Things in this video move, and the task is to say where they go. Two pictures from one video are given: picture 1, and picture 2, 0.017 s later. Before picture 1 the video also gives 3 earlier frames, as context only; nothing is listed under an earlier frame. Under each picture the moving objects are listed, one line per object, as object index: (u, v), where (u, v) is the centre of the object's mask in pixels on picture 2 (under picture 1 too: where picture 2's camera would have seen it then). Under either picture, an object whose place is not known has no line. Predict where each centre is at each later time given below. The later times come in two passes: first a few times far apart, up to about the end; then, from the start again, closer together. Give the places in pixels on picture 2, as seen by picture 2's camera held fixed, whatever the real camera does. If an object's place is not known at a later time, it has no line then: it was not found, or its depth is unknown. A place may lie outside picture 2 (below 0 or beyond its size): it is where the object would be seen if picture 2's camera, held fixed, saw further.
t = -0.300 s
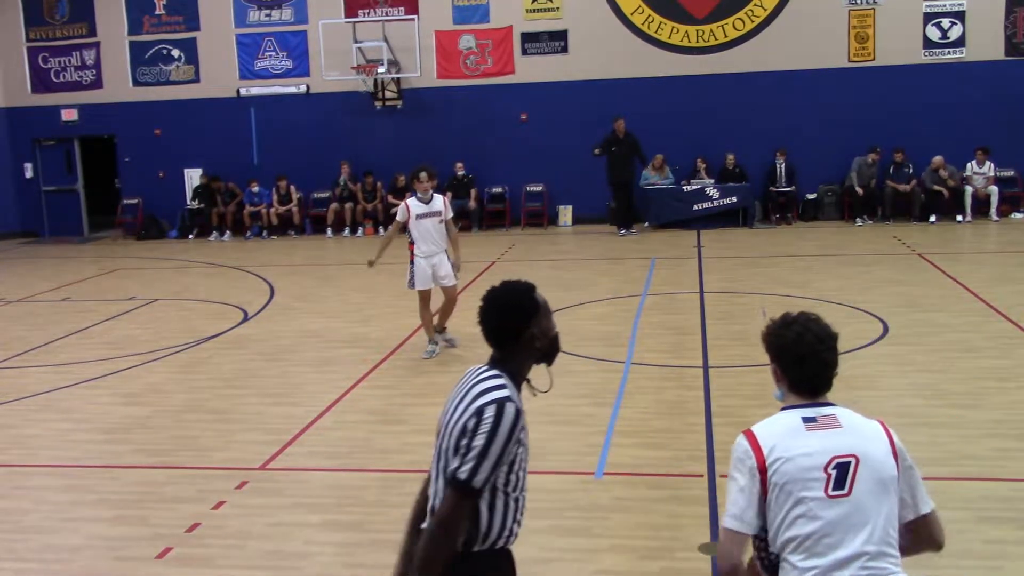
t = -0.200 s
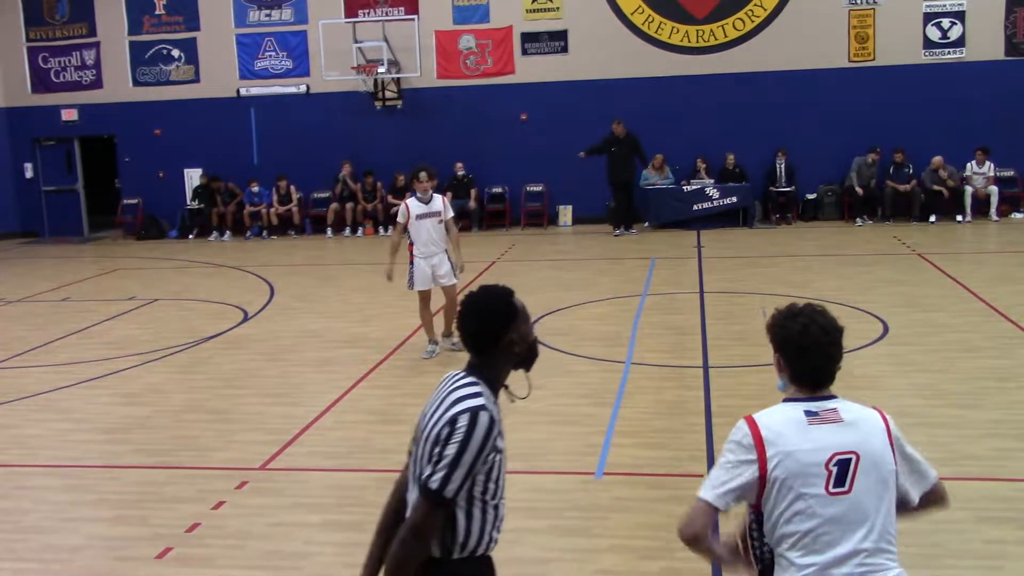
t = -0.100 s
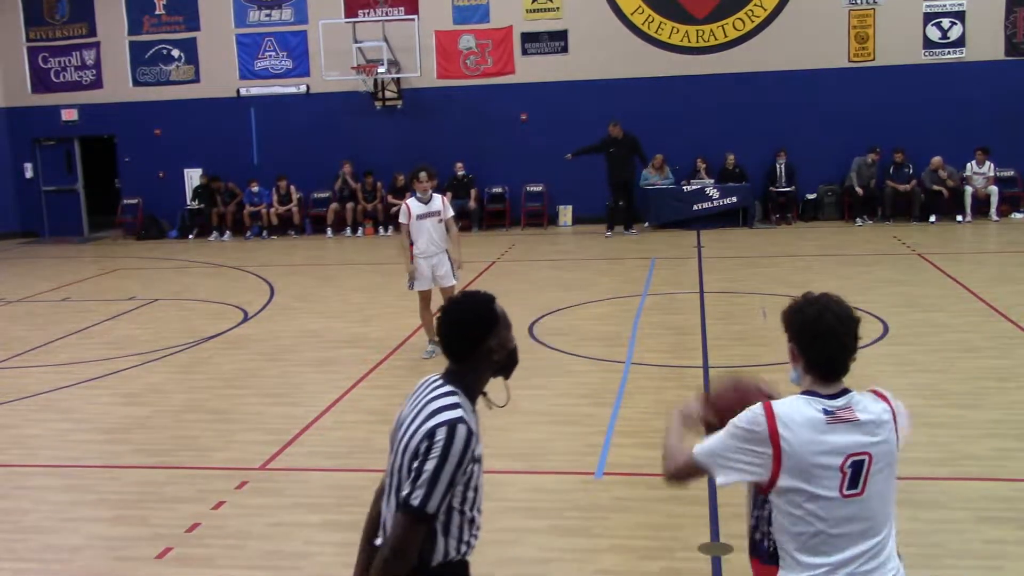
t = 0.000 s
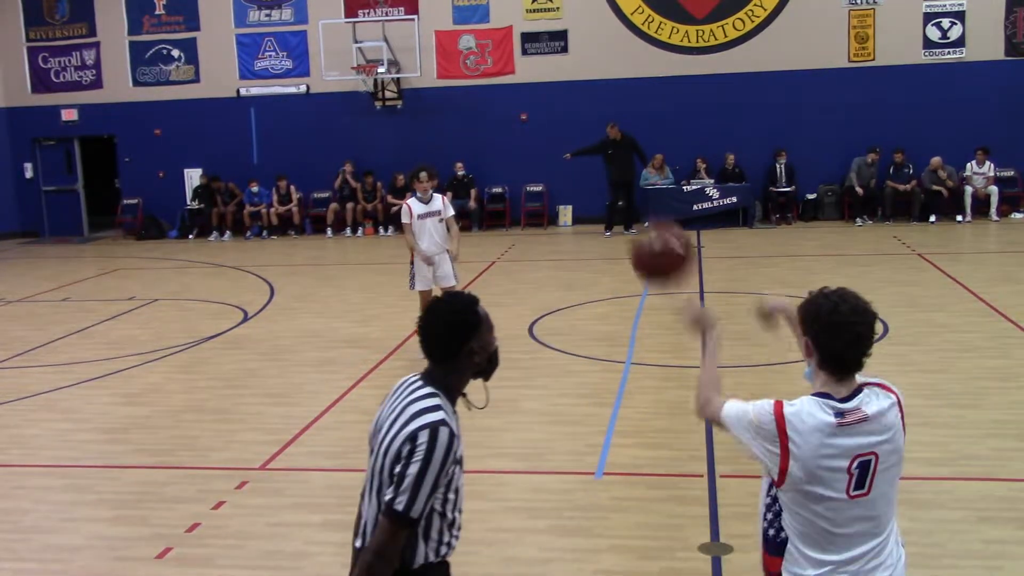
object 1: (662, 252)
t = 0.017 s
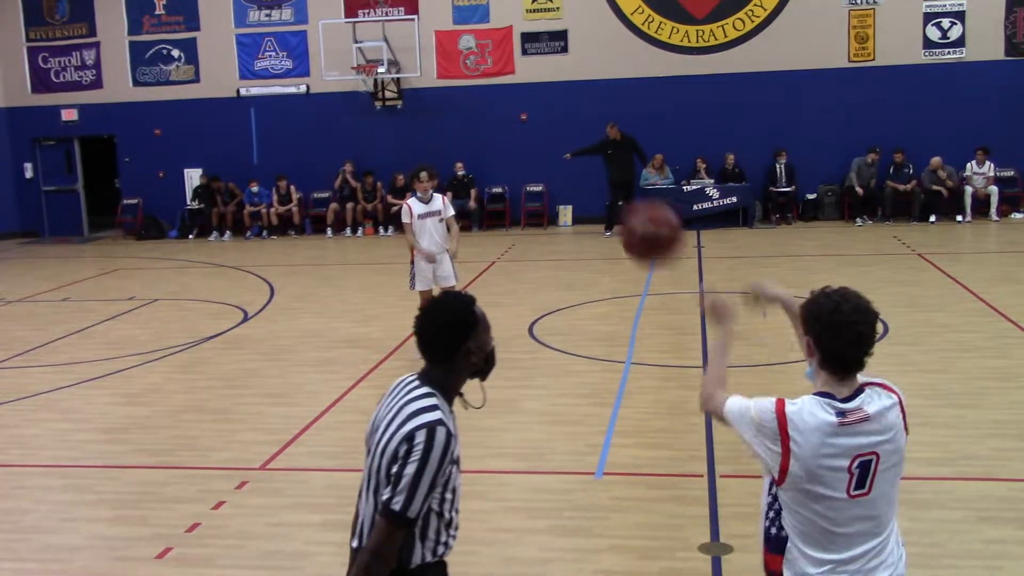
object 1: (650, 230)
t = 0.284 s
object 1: (537, 75)
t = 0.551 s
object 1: (483, 82)
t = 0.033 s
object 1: (641, 214)
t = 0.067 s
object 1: (621, 181)
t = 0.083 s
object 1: (613, 165)
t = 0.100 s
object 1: (606, 155)
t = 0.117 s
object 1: (598, 142)
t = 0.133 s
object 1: (590, 131)
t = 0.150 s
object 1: (583, 121)
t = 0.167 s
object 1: (576, 111)
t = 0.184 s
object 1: (570, 105)
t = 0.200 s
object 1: (564, 99)
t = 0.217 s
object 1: (559, 93)
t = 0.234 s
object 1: (553, 87)
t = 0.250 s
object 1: (547, 81)
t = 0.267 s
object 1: (543, 79)
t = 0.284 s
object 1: (537, 75)
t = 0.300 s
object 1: (533, 72)
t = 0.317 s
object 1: (528, 70)
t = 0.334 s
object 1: (524, 69)
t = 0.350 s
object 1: (520, 67)
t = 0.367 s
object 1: (516, 65)
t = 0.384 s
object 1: (512, 65)
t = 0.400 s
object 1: (509, 65)
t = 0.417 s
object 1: (505, 65)
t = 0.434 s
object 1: (503, 66)
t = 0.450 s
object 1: (500, 67)
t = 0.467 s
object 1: (496, 69)
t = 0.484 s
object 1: (494, 71)
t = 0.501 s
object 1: (490, 73)
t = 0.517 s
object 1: (489, 76)
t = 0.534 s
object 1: (486, 79)
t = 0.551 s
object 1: (483, 82)
